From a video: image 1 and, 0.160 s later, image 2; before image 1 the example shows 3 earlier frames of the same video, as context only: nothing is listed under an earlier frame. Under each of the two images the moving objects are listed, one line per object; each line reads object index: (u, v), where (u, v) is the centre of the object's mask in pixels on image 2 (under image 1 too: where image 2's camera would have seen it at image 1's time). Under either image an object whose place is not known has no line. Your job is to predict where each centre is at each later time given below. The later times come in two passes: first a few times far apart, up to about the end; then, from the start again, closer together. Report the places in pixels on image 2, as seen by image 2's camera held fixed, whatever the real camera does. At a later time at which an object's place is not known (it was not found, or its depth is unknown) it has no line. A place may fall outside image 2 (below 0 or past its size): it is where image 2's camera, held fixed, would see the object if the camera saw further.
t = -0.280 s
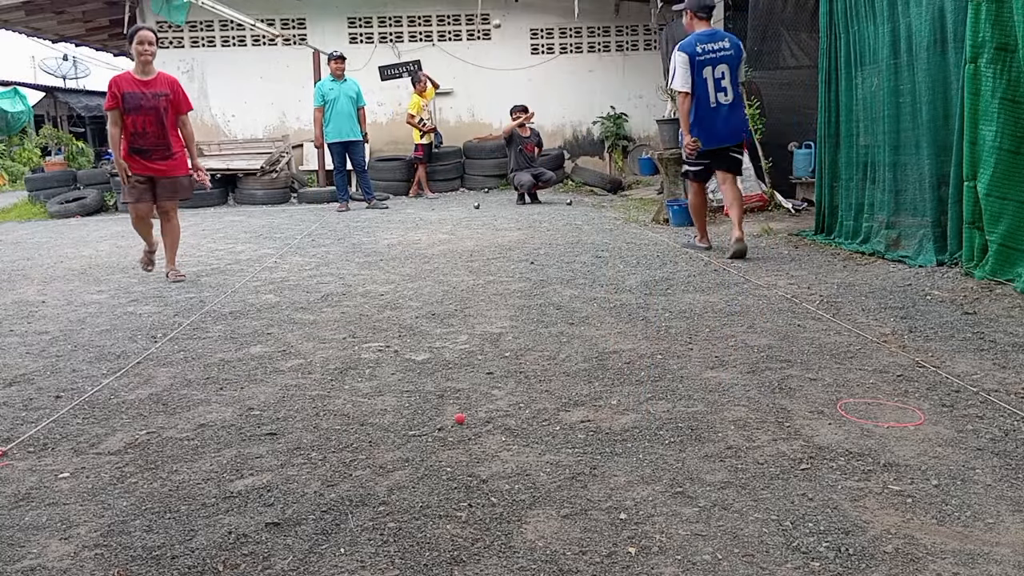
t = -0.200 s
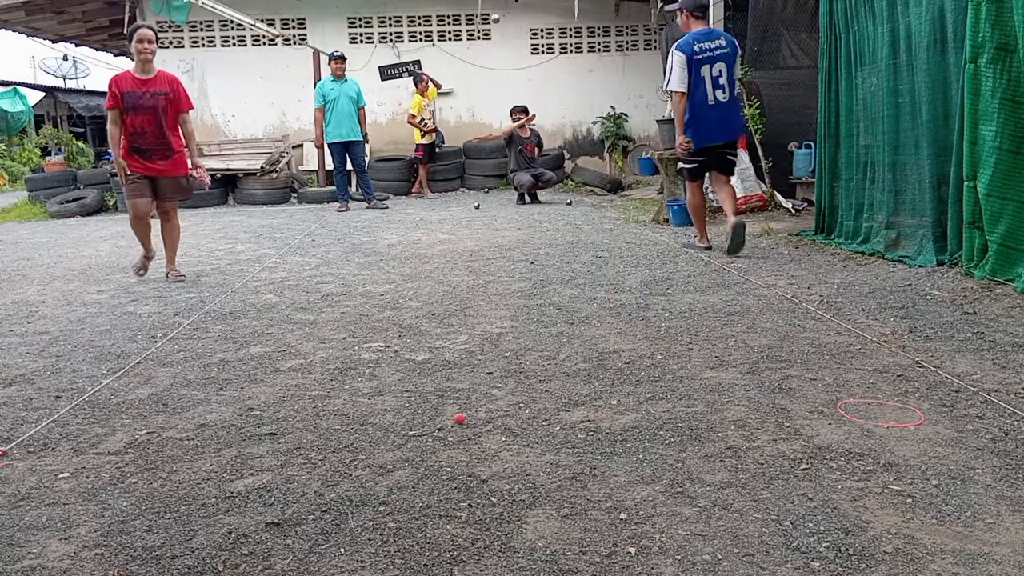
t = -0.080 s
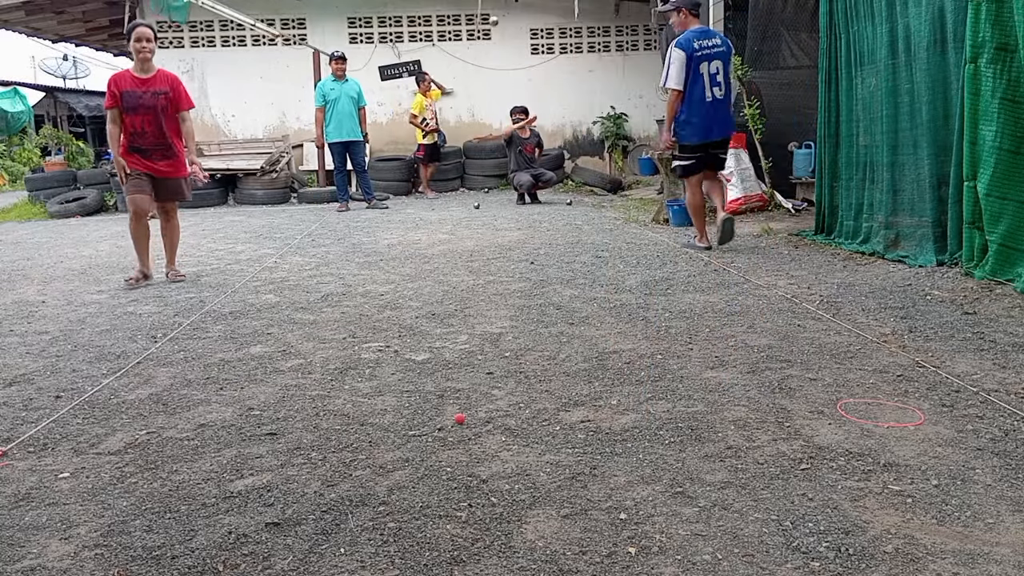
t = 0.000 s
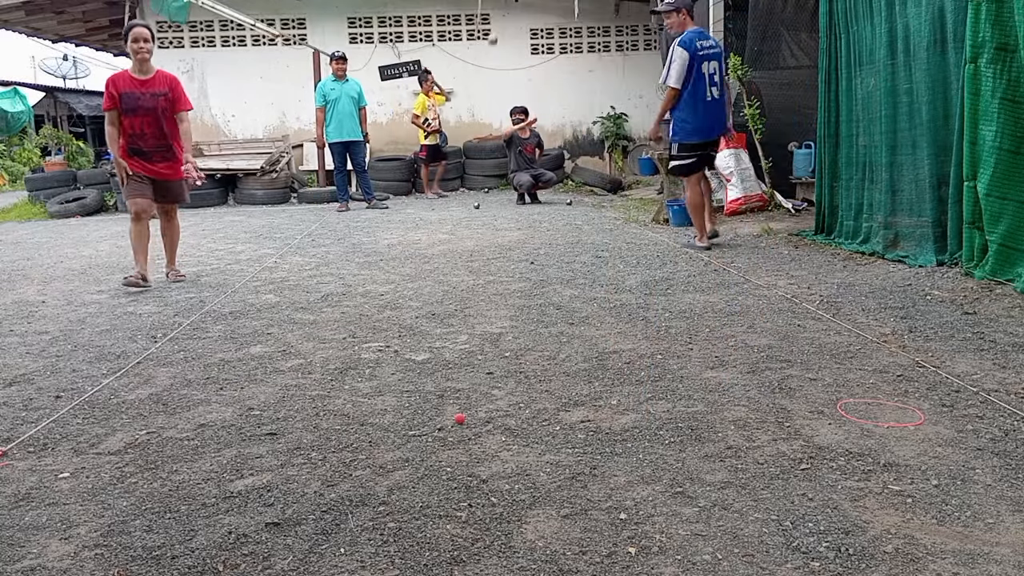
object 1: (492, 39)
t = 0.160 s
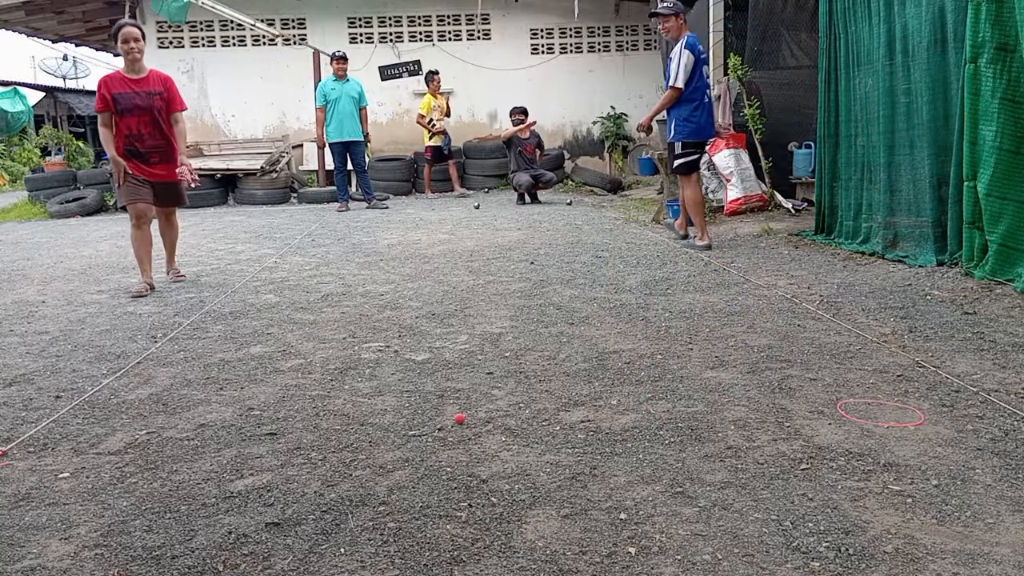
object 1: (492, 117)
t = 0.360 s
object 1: (494, 277)
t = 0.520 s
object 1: (492, 289)
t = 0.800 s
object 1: (483, 313)
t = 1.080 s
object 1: (479, 337)
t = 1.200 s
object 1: (475, 347)
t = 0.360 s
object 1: (494, 277)
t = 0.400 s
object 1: (493, 277)
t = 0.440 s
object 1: (493, 279)
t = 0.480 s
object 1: (493, 283)
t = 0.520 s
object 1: (492, 289)
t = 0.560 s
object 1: (491, 290)
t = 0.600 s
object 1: (490, 297)
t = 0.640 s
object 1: (488, 300)
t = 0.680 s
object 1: (487, 302)
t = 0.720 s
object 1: (486, 306)
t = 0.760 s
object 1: (485, 309)
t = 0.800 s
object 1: (483, 313)
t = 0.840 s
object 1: (483, 316)
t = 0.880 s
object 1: (482, 319)
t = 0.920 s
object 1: (481, 321)
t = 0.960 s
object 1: (481, 323)
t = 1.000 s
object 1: (481, 327)
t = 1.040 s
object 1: (480, 333)
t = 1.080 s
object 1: (479, 337)
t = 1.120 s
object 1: (477, 339)
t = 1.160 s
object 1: (477, 343)
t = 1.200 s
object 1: (475, 347)
